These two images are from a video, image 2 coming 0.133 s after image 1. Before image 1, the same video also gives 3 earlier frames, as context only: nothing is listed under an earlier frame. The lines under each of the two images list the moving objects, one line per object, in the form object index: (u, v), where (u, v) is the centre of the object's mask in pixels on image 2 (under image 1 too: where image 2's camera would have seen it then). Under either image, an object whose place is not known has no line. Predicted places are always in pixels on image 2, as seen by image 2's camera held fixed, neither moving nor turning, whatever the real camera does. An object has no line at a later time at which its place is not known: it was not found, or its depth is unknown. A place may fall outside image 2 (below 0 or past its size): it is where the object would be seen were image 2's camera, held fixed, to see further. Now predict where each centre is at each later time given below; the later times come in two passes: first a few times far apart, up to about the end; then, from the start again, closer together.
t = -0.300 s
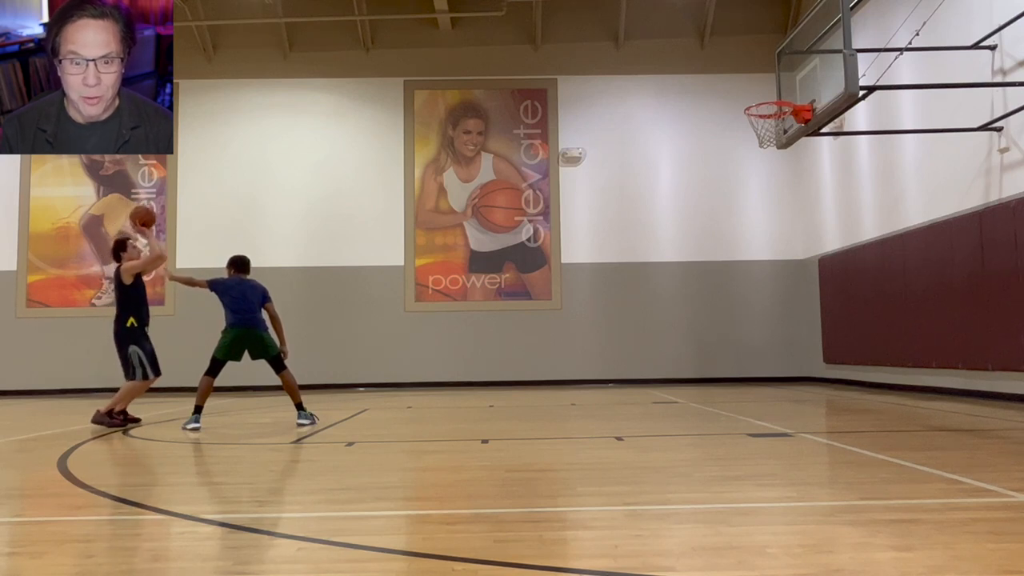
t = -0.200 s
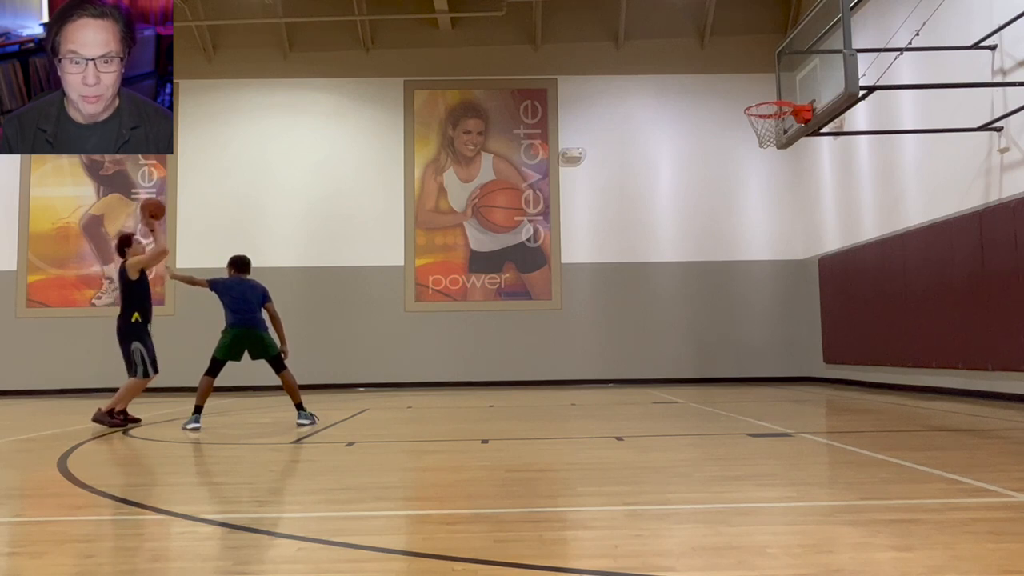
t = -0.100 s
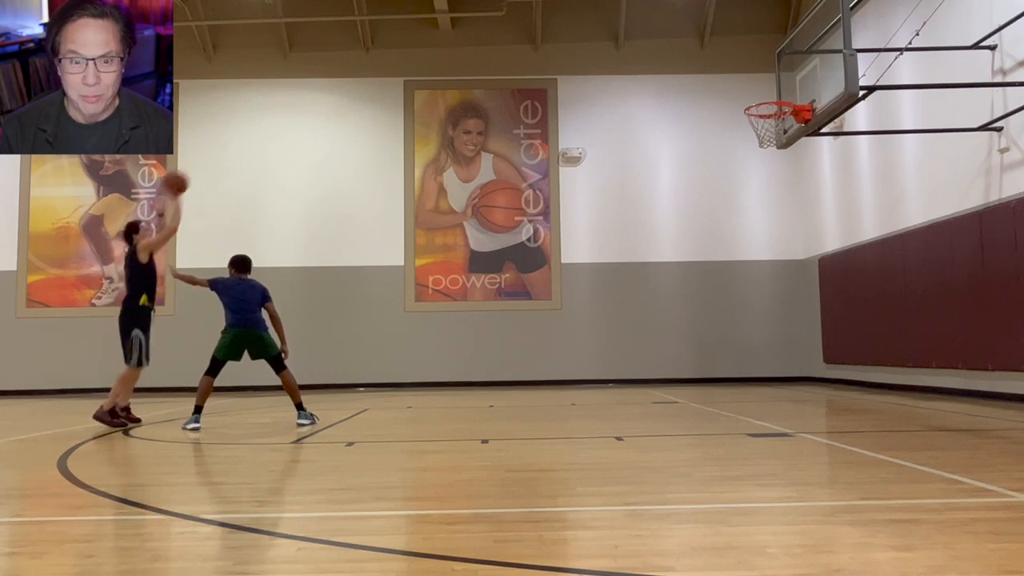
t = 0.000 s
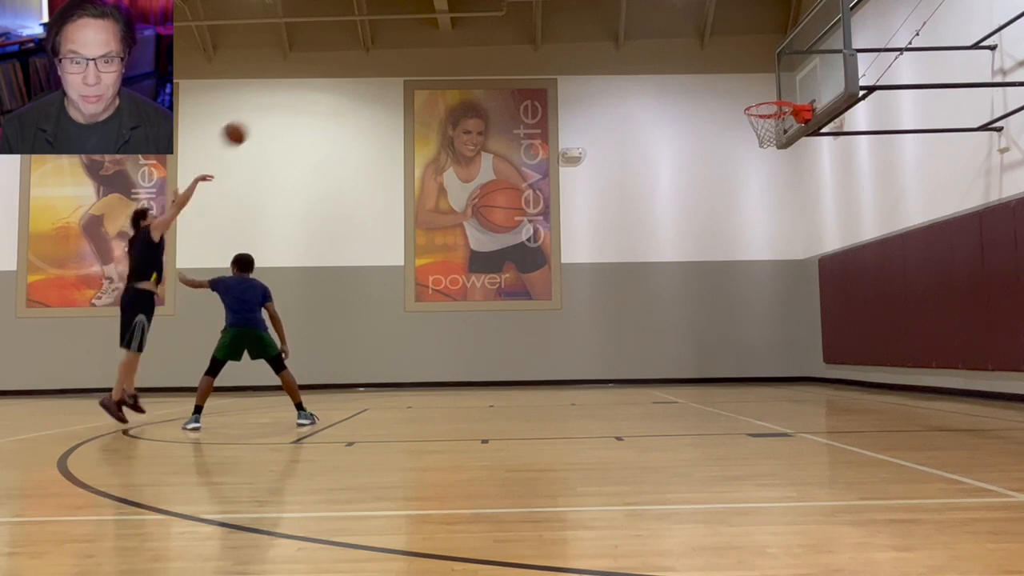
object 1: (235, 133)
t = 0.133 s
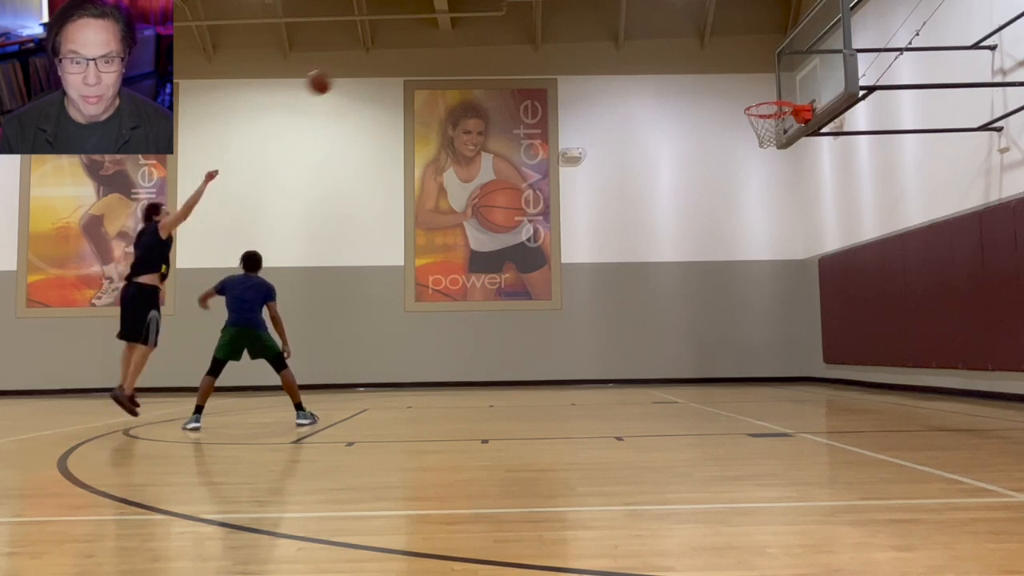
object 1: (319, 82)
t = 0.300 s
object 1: (419, 44)
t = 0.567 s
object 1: (578, 34)
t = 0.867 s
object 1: (742, 99)
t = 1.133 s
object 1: (684, 169)
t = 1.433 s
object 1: (529, 306)
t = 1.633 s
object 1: (433, 380)
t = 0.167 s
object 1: (338, 73)
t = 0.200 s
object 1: (358, 64)
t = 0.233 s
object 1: (379, 56)
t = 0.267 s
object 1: (398, 49)
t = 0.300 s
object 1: (419, 44)
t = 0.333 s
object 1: (439, 39)
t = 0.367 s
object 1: (461, 36)
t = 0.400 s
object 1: (481, 34)
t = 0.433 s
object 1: (501, 31)
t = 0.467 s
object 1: (521, 31)
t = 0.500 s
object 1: (539, 31)
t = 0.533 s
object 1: (559, 32)
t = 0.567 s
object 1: (578, 34)
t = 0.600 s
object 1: (595, 37)
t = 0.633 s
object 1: (614, 42)
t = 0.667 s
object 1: (632, 47)
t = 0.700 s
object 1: (650, 54)
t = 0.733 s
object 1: (668, 61)
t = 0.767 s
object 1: (687, 70)
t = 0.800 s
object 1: (705, 78)
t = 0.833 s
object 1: (724, 88)
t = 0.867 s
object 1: (742, 99)
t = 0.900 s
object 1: (758, 112)
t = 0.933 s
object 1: (769, 118)
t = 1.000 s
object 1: (750, 138)
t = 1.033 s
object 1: (736, 143)
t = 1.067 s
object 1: (718, 151)
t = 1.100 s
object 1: (701, 159)
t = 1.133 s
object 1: (684, 169)
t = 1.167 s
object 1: (666, 180)
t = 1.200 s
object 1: (649, 192)
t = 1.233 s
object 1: (631, 205)
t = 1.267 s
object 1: (614, 218)
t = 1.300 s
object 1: (597, 233)
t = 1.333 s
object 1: (581, 249)
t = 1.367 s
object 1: (564, 268)
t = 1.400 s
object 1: (547, 285)
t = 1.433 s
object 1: (529, 306)
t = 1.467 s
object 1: (512, 325)
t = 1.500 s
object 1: (495, 347)
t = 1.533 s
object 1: (478, 368)
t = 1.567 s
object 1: (462, 392)
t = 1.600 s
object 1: (446, 398)
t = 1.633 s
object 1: (433, 380)
